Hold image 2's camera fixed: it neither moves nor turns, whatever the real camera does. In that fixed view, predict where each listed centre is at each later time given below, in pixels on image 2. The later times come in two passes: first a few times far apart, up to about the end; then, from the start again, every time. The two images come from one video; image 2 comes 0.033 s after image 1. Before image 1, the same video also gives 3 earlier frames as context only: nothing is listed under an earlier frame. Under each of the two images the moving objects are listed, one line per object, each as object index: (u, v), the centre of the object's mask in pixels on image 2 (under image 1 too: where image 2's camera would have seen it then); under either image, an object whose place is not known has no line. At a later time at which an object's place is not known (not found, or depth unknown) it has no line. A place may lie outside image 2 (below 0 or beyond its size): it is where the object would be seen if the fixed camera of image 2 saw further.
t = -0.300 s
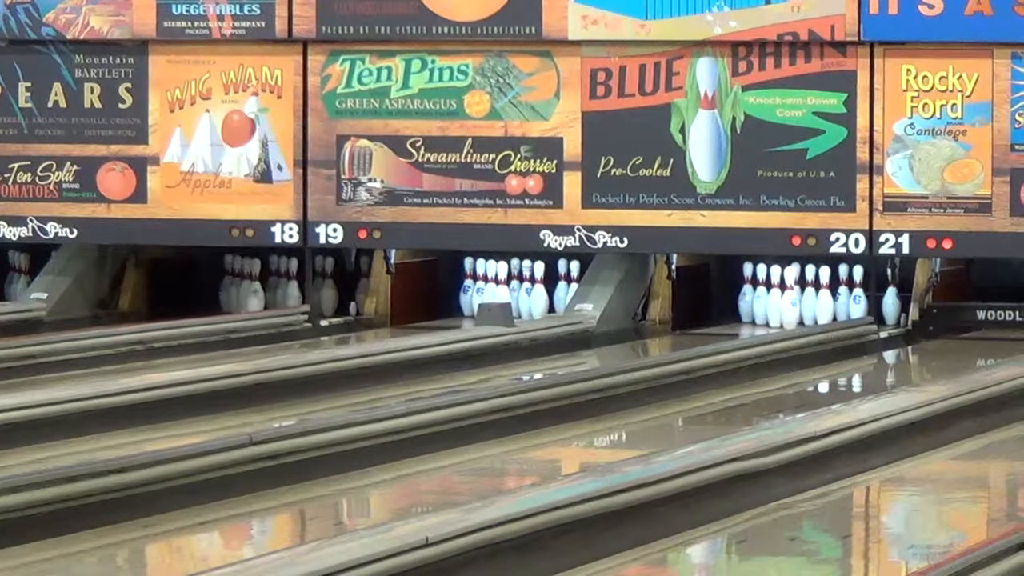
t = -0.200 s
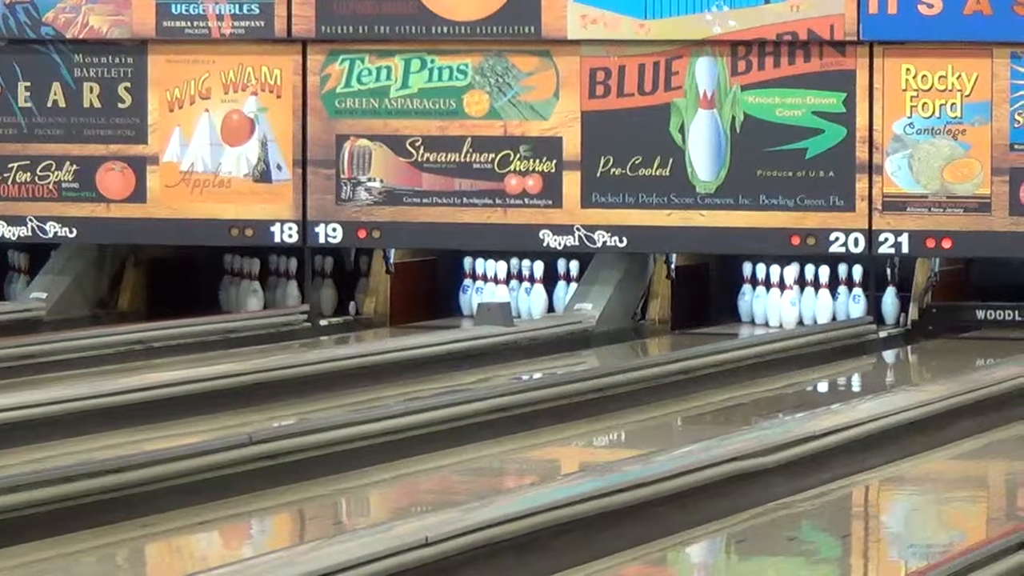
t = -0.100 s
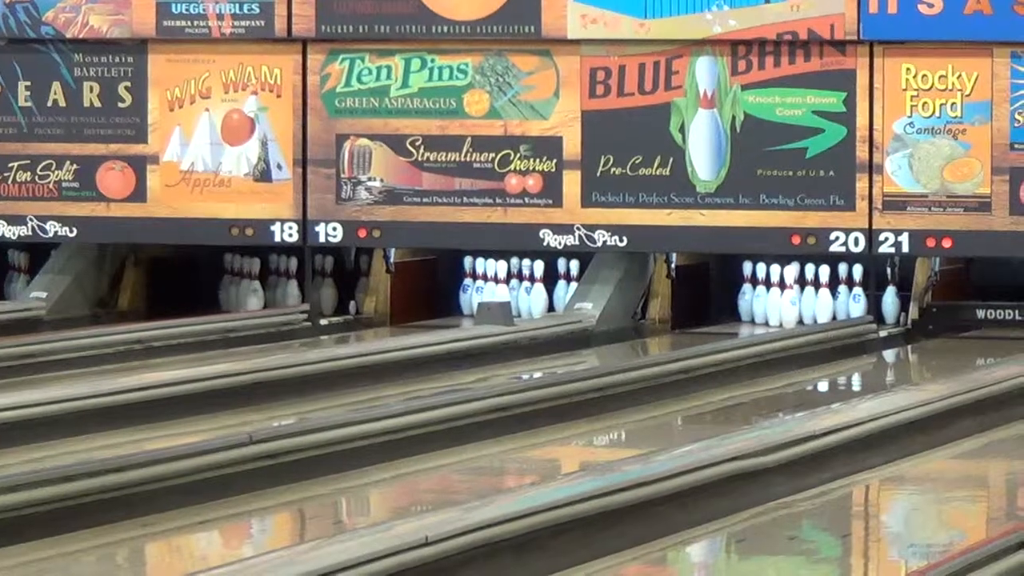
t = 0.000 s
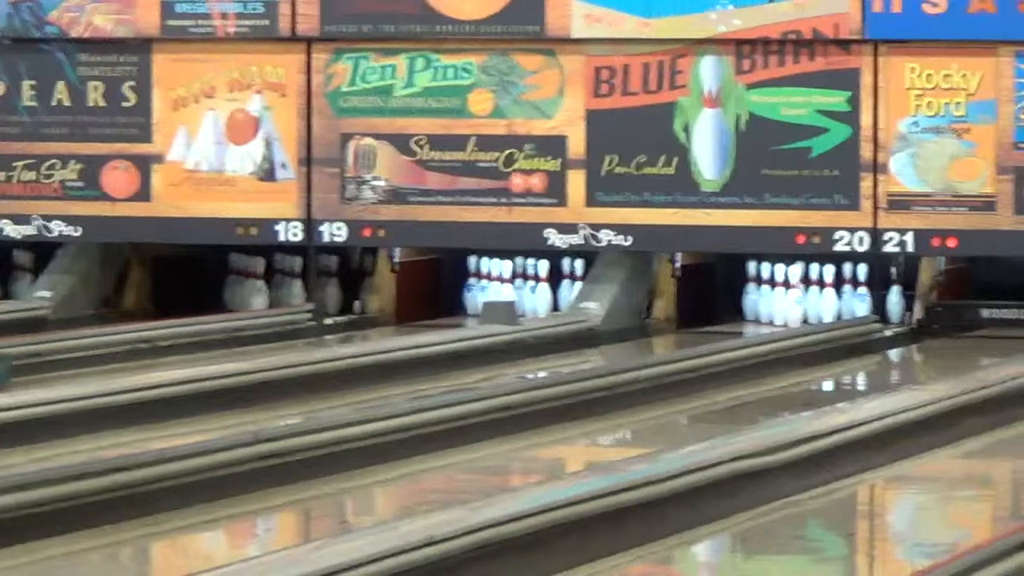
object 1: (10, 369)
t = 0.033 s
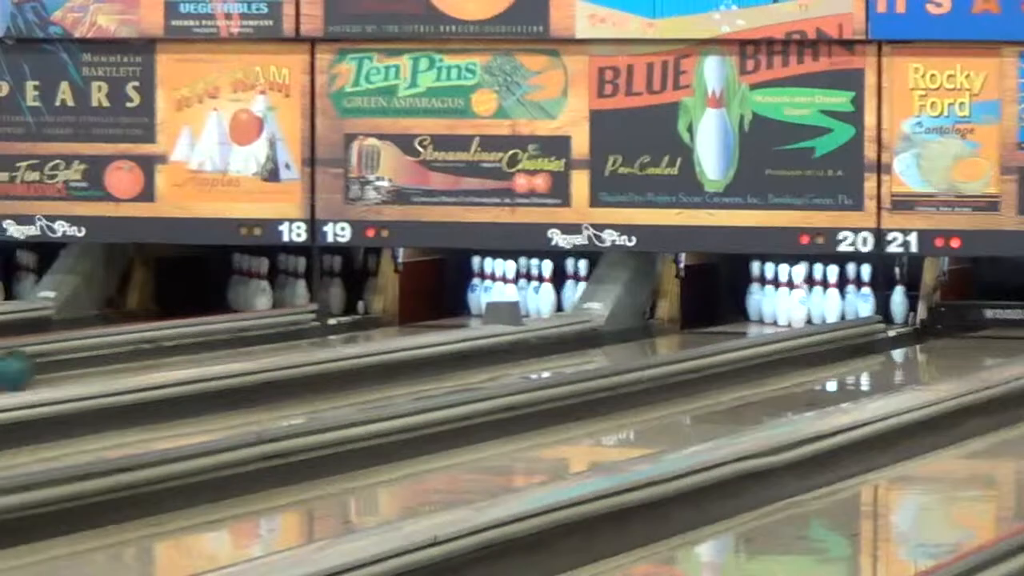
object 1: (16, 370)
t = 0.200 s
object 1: (112, 358)
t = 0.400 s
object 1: (223, 343)
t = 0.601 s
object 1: (318, 328)
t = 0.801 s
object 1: (404, 320)
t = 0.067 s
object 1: (32, 369)
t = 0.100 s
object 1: (53, 366)
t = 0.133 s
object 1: (73, 363)
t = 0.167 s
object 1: (95, 360)
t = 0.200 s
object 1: (112, 358)
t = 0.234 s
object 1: (132, 355)
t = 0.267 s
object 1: (151, 352)
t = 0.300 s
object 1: (171, 350)
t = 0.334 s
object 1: (188, 348)
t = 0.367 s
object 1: (205, 345)
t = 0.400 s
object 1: (223, 343)
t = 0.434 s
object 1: (239, 341)
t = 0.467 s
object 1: (252, 339)
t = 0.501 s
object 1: (271, 337)
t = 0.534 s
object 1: (286, 334)
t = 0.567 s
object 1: (301, 332)
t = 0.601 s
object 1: (318, 328)
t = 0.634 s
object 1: (333, 327)
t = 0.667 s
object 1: (347, 327)
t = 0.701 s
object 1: (361, 326)
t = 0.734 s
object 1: (375, 324)
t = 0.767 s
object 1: (390, 322)
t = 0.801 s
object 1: (404, 320)
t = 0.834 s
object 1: (416, 318)
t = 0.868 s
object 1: (429, 315)
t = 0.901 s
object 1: (441, 314)
